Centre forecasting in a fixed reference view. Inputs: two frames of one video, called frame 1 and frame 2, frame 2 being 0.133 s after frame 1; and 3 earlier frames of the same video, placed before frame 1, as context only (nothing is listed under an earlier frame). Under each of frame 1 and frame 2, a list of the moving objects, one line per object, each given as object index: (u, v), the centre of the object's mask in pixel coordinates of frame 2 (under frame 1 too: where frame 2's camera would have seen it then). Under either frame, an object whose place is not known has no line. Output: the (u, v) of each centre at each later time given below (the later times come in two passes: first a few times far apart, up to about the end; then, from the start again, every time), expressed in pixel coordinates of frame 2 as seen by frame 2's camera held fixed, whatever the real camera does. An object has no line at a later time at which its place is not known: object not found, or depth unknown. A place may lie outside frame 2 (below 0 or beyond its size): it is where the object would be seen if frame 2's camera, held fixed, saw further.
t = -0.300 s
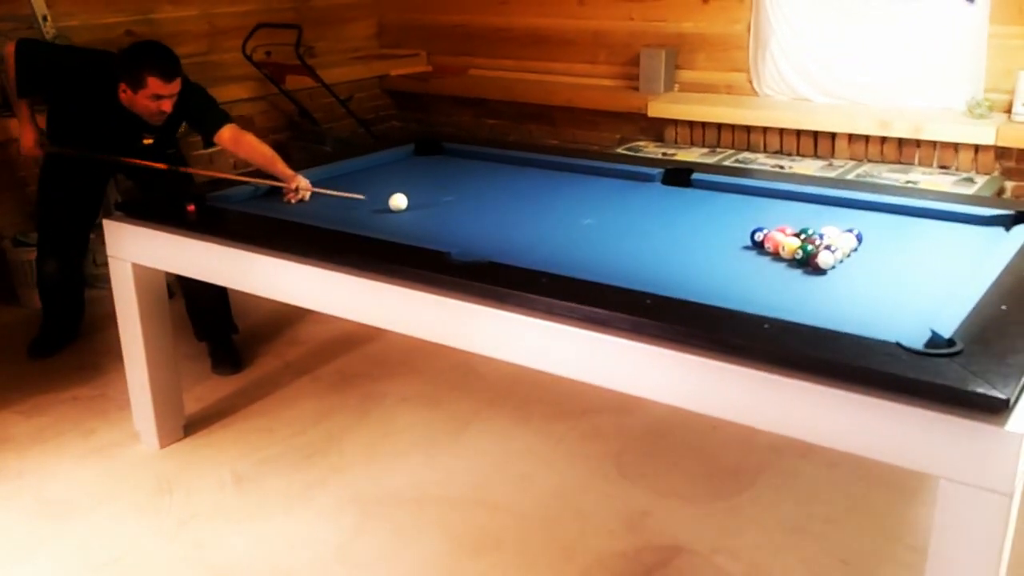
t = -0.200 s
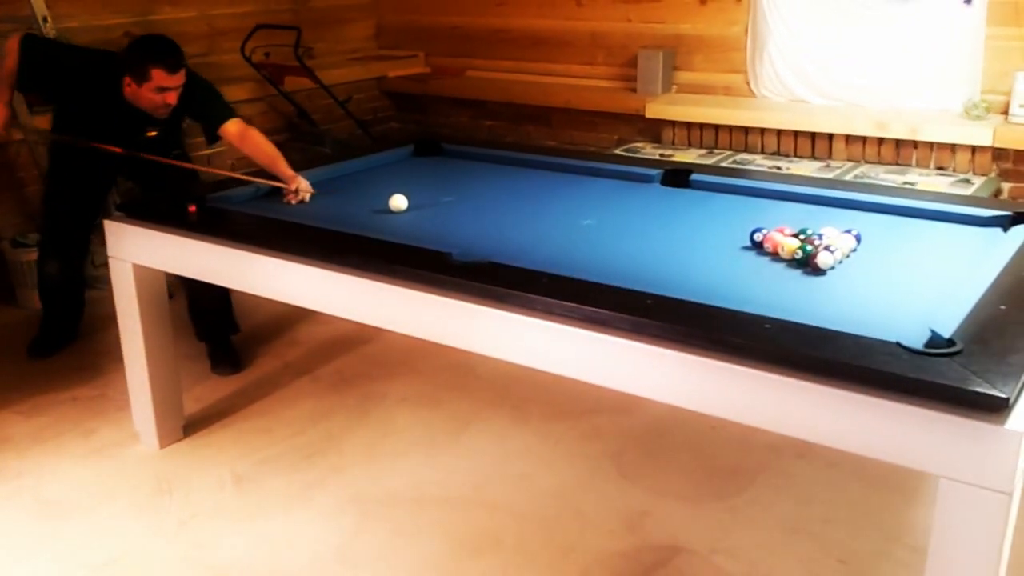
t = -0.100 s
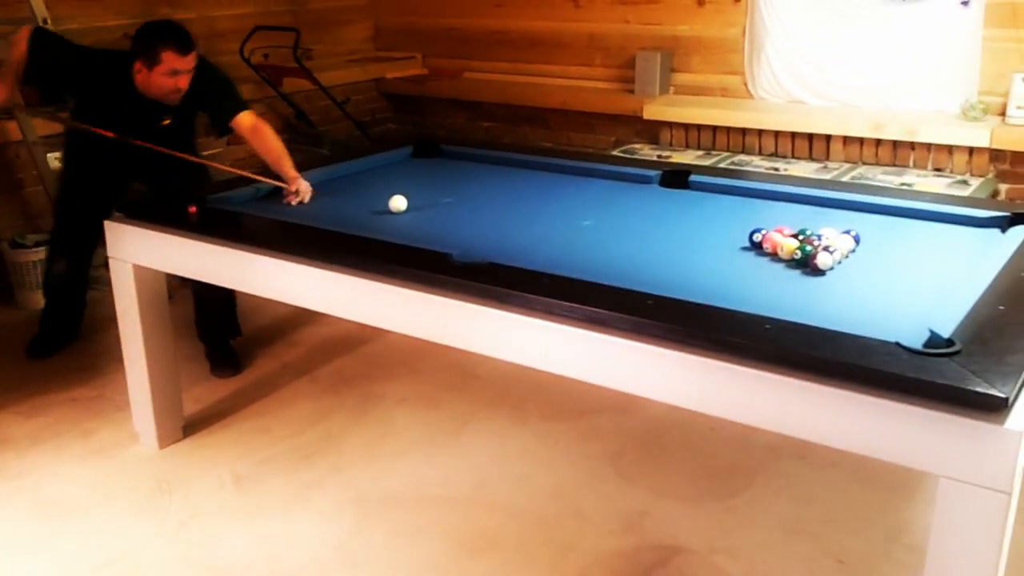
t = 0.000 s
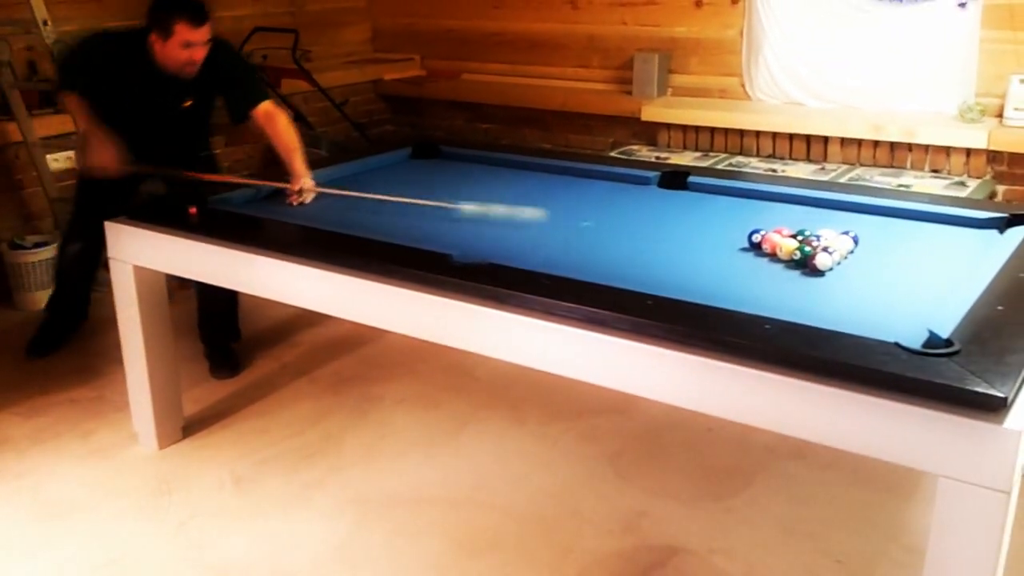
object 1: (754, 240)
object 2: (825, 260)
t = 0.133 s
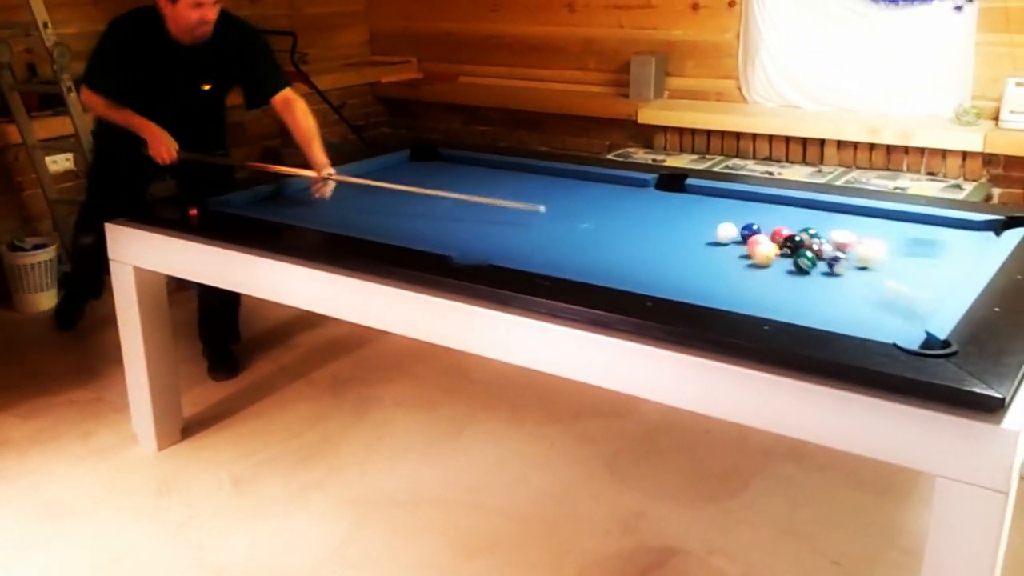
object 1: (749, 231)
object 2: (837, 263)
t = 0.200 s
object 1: (745, 225)
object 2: (848, 264)
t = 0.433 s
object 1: (734, 206)
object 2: (886, 279)
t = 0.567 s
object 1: (731, 197)
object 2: (908, 286)
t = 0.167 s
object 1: (747, 228)
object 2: (842, 262)
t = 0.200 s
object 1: (745, 225)
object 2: (848, 264)
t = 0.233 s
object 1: (742, 222)
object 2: (853, 267)
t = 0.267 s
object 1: (741, 219)
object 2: (859, 269)
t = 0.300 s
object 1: (739, 216)
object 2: (863, 271)
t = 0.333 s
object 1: (738, 214)
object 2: (869, 273)
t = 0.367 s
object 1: (736, 211)
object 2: (874, 275)
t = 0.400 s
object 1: (735, 208)
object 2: (880, 276)
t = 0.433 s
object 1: (734, 206)
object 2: (886, 279)
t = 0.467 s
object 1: (733, 204)
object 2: (890, 282)
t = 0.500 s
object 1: (732, 201)
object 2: (896, 283)
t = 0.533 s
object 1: (731, 199)
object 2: (902, 284)
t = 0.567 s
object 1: (731, 197)
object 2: (908, 286)
